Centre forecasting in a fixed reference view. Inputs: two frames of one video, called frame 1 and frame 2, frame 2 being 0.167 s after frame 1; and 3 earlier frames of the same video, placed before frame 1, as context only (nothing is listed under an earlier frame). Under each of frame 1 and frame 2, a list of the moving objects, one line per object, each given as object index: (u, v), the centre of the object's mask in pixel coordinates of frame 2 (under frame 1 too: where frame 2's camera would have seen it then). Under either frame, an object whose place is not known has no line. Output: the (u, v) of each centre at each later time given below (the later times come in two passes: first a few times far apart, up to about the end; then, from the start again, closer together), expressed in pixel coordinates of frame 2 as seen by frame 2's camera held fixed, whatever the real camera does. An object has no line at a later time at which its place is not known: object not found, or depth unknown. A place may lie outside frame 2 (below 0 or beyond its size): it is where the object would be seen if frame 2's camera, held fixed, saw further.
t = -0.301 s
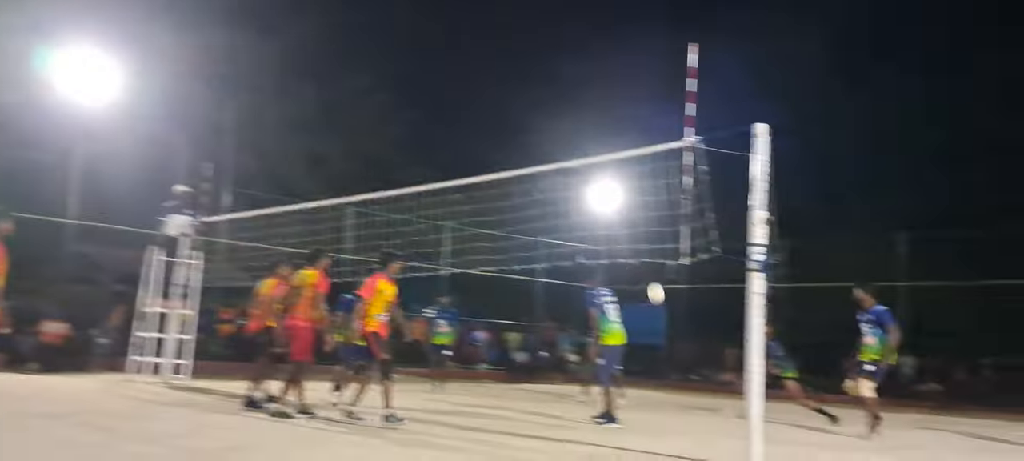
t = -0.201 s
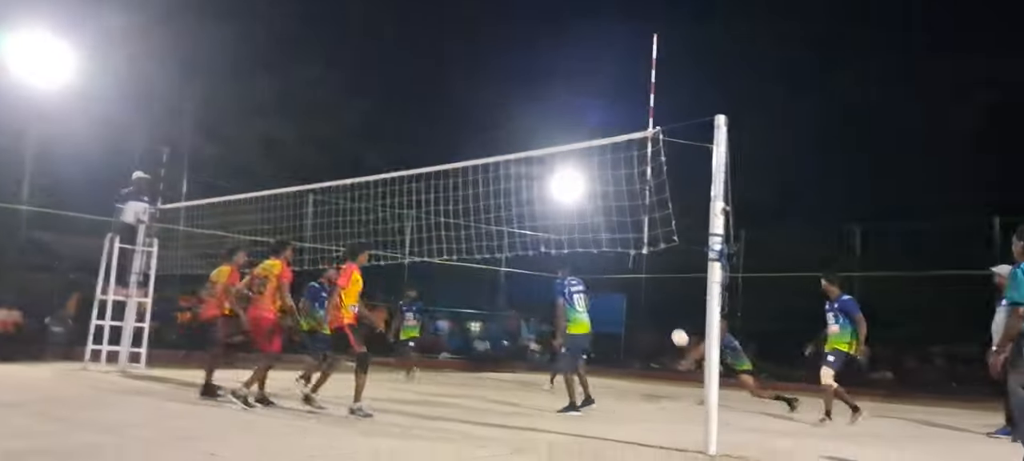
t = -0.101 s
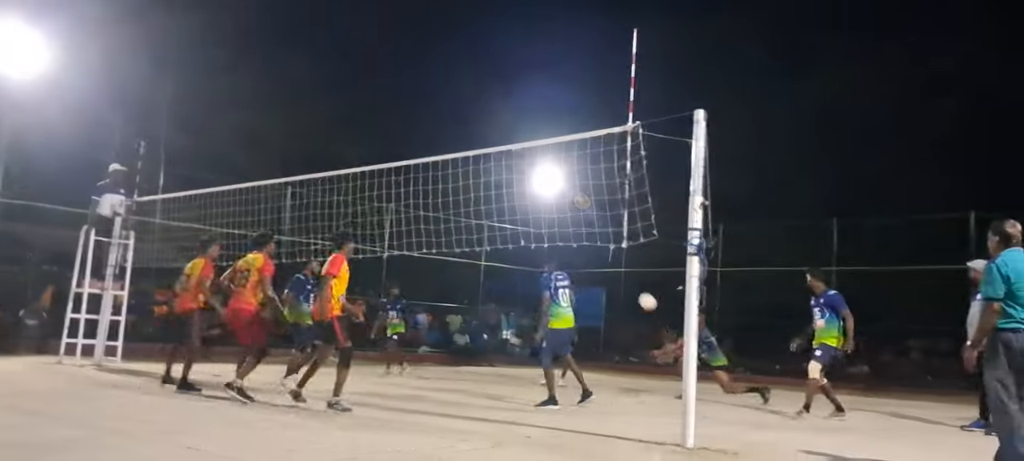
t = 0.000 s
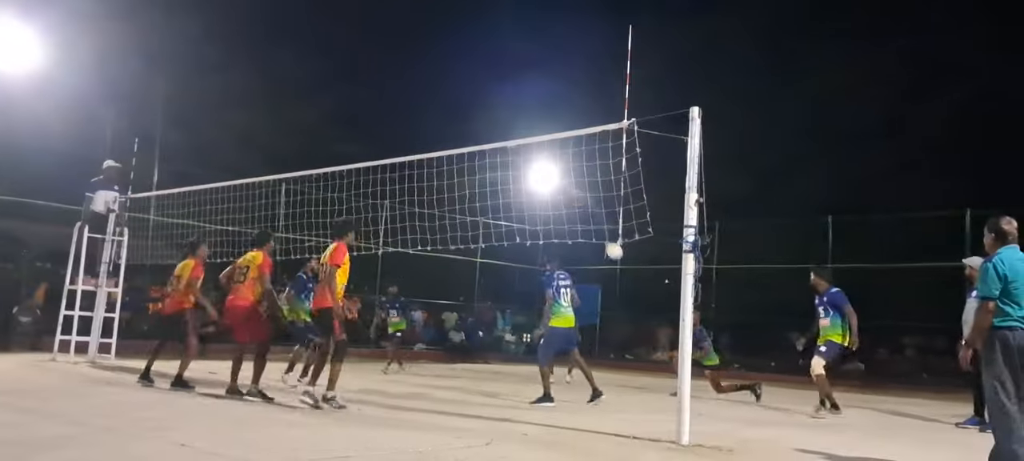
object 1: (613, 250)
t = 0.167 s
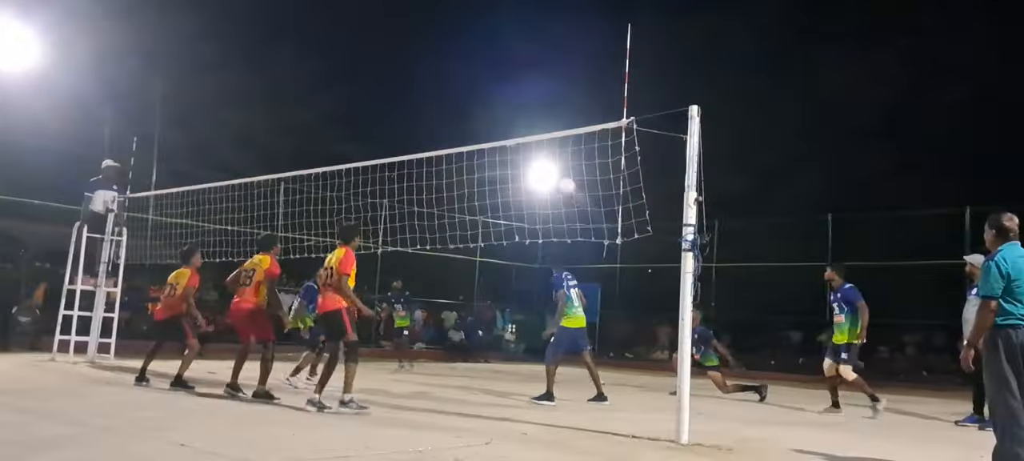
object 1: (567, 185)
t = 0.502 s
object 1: (475, 113)
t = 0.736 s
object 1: (412, 106)
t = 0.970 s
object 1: (347, 134)
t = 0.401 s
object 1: (503, 127)
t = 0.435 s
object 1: (494, 122)
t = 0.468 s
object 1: (484, 117)
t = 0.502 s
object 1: (475, 113)
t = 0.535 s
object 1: (466, 109)
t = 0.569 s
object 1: (458, 107)
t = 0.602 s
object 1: (448, 105)
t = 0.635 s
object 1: (439, 104)
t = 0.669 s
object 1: (430, 104)
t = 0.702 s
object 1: (421, 104)
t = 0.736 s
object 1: (412, 106)
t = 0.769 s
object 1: (403, 107)
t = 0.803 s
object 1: (394, 110)
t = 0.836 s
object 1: (385, 113)
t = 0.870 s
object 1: (375, 117)
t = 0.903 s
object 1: (366, 122)
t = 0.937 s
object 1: (357, 128)
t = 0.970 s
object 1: (347, 134)
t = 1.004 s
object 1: (338, 141)
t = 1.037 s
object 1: (328, 149)
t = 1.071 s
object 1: (319, 157)
